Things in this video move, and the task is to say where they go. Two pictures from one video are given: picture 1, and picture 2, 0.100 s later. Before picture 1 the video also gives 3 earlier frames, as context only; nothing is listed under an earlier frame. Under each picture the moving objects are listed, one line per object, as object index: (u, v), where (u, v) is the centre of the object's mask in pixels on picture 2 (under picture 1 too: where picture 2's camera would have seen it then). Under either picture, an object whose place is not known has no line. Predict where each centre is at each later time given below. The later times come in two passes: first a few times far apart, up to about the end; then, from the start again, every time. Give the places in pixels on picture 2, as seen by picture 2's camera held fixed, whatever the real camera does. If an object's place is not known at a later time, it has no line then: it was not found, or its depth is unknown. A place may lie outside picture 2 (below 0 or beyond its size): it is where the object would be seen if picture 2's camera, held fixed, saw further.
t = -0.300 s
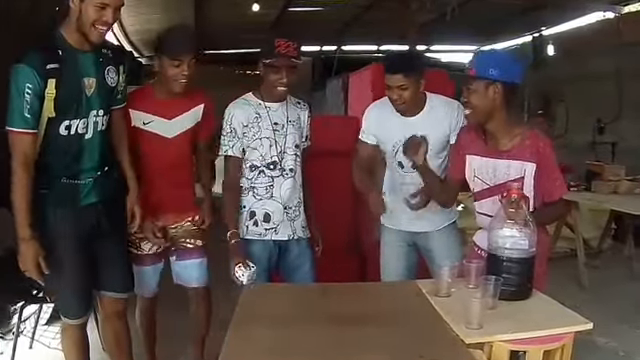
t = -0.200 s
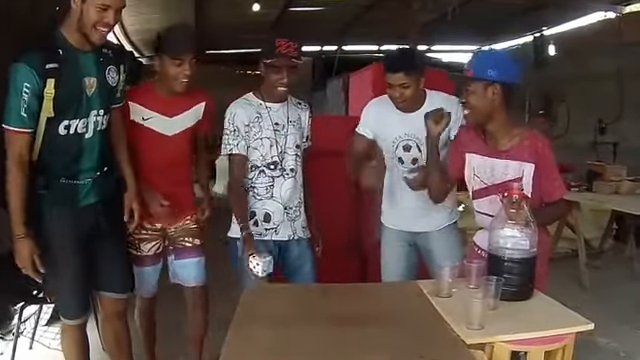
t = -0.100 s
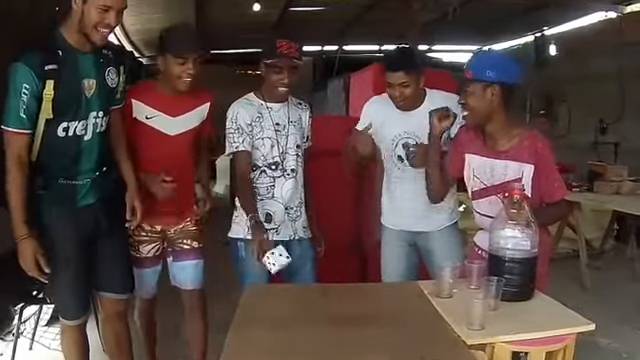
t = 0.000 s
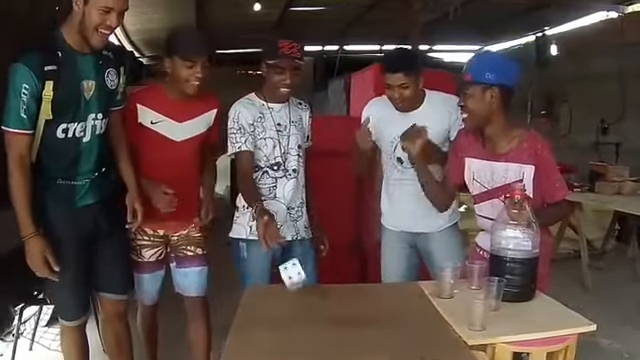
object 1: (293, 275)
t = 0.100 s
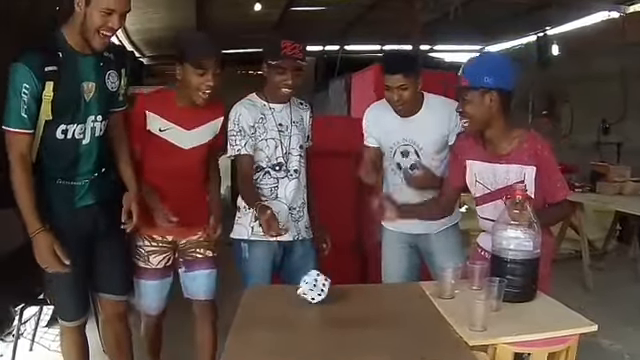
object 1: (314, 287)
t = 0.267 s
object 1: (348, 302)
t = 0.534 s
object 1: (370, 320)
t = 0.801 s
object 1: (365, 323)
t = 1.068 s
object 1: (365, 322)
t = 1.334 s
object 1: (366, 321)
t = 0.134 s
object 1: (321, 287)
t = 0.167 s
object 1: (328, 290)
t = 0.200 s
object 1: (336, 296)
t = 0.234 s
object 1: (344, 303)
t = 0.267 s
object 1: (348, 302)
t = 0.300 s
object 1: (352, 304)
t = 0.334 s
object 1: (356, 307)
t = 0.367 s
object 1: (358, 312)
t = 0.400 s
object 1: (362, 311)
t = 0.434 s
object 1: (365, 311)
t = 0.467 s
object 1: (368, 312)
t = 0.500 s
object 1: (369, 316)
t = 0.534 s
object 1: (370, 320)
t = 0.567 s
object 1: (369, 318)
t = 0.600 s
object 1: (367, 320)
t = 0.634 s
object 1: (367, 321)
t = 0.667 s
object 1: (366, 324)
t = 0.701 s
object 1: (366, 322)
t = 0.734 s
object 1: (366, 322)
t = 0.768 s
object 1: (365, 322)
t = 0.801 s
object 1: (365, 323)
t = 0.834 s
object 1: (366, 322)
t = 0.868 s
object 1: (366, 322)
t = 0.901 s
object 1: (366, 322)
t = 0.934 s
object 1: (366, 321)
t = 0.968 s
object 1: (366, 322)
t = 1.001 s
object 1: (365, 322)
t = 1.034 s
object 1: (365, 321)
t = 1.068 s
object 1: (365, 322)
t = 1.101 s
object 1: (366, 322)
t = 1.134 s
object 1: (366, 322)
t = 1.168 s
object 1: (365, 321)
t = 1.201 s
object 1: (366, 321)
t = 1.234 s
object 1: (366, 321)
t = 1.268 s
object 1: (366, 321)
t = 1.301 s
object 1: (366, 321)
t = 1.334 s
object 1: (366, 321)
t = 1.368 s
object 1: (365, 321)
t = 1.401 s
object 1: (365, 321)
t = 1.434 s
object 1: (365, 321)
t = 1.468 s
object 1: (365, 321)
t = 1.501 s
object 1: (365, 320)
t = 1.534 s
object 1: (365, 320)
